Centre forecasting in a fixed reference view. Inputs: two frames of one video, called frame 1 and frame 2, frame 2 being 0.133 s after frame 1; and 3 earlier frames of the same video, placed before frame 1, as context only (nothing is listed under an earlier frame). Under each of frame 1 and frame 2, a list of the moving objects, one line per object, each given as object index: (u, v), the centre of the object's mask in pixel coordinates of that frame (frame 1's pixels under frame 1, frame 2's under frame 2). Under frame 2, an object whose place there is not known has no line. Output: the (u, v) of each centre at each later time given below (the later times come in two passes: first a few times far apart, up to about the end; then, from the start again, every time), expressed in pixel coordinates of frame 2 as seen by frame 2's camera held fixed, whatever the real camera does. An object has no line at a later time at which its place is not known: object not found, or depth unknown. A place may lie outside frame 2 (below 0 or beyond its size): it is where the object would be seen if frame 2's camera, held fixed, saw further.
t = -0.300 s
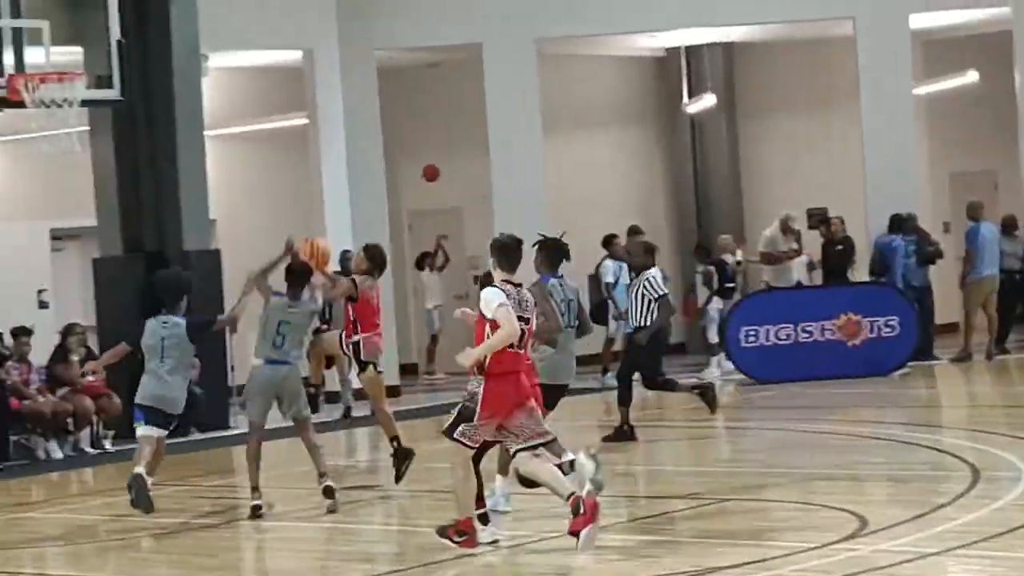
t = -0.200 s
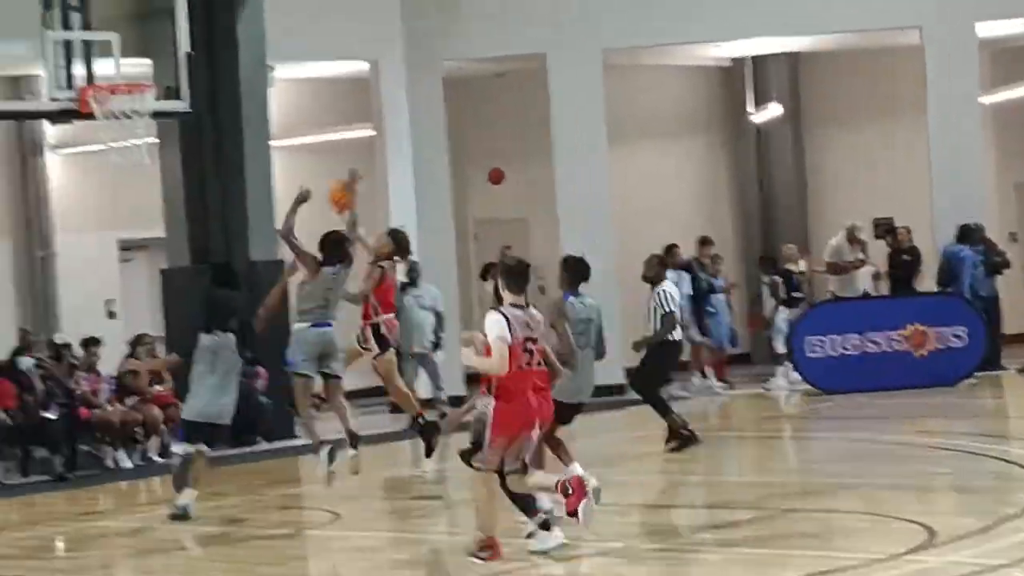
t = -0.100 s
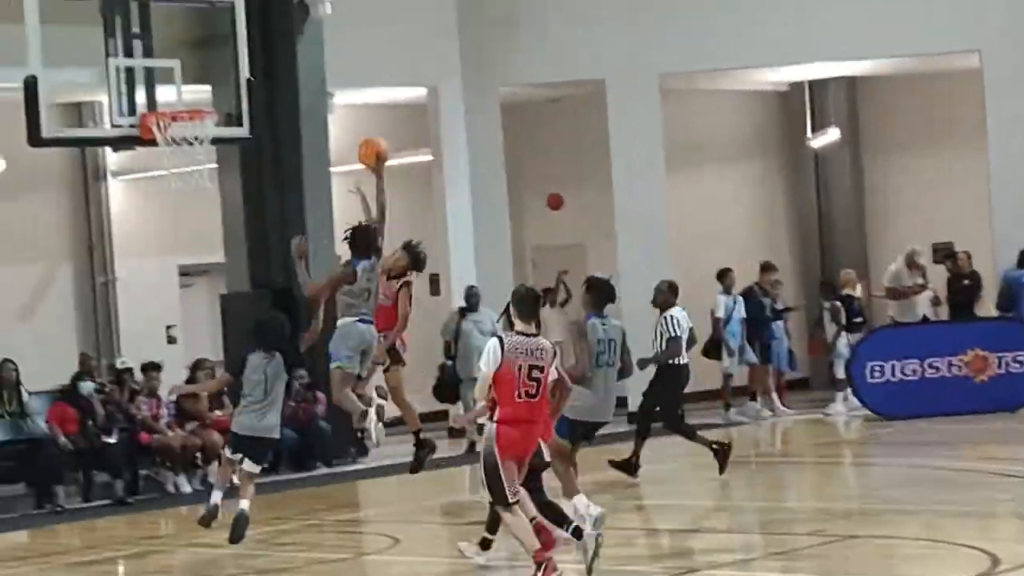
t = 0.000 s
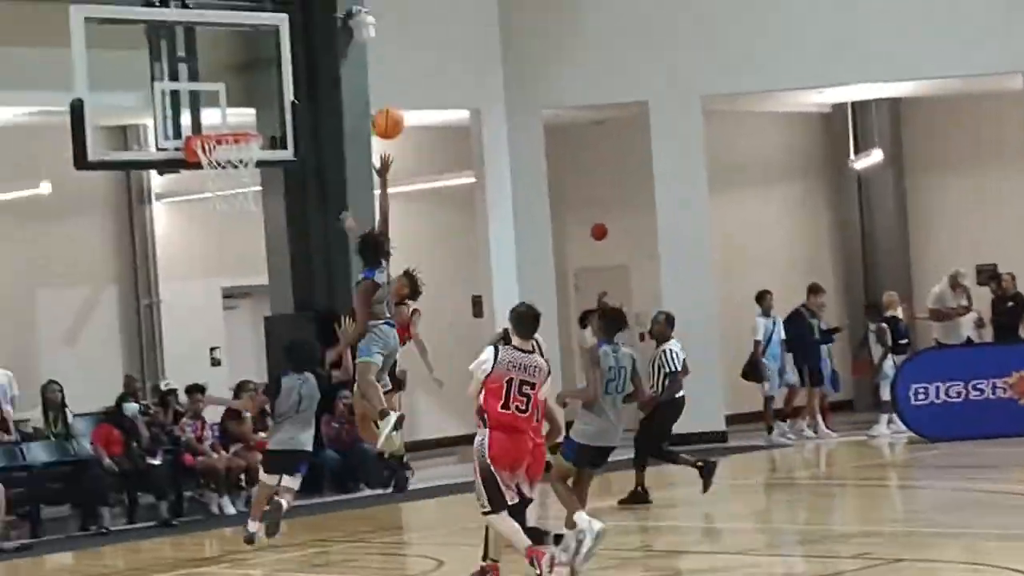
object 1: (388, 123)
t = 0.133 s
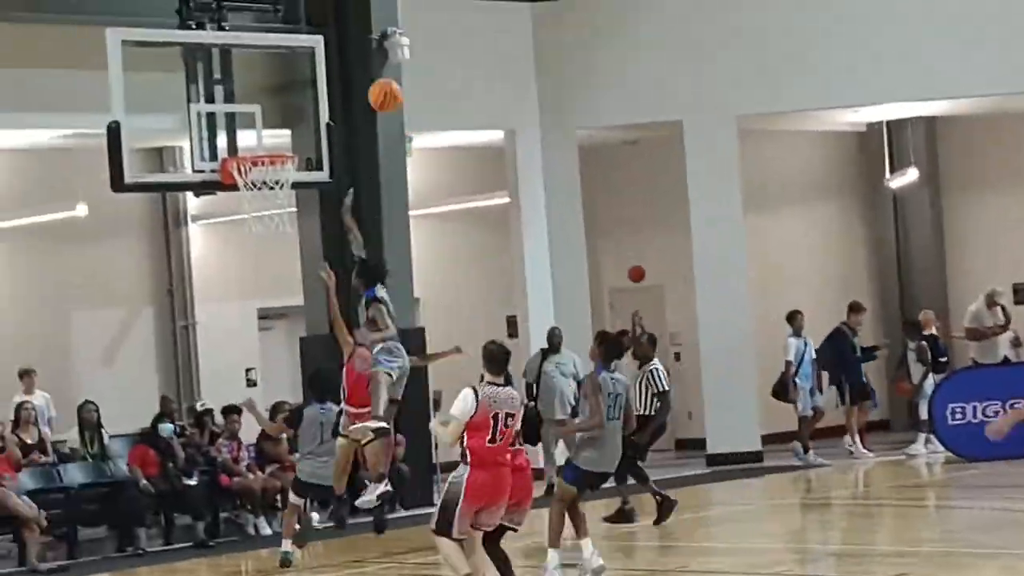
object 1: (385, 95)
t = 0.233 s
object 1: (355, 74)
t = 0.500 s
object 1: (285, 82)
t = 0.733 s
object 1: (263, 137)
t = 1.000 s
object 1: (280, 115)
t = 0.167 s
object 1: (375, 87)
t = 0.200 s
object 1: (365, 80)
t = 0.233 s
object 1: (355, 74)
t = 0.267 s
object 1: (346, 70)
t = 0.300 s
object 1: (338, 67)
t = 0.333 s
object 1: (328, 66)
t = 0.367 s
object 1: (319, 66)
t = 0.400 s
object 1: (310, 69)
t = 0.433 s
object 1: (300, 71)
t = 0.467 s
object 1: (293, 76)
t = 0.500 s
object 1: (285, 82)
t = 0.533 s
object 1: (275, 90)
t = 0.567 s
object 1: (267, 99)
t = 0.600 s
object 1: (262, 107)
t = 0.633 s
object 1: (262, 112)
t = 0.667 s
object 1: (264, 119)
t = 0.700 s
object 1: (262, 128)
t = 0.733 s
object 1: (263, 137)
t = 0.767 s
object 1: (264, 142)
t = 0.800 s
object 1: (267, 135)
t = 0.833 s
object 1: (269, 127)
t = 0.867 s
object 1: (271, 122)
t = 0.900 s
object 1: (273, 118)
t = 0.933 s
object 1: (276, 116)
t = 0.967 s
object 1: (278, 115)
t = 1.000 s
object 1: (280, 115)
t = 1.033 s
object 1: (282, 118)
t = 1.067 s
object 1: (286, 122)
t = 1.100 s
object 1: (289, 127)
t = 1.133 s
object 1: (292, 135)
